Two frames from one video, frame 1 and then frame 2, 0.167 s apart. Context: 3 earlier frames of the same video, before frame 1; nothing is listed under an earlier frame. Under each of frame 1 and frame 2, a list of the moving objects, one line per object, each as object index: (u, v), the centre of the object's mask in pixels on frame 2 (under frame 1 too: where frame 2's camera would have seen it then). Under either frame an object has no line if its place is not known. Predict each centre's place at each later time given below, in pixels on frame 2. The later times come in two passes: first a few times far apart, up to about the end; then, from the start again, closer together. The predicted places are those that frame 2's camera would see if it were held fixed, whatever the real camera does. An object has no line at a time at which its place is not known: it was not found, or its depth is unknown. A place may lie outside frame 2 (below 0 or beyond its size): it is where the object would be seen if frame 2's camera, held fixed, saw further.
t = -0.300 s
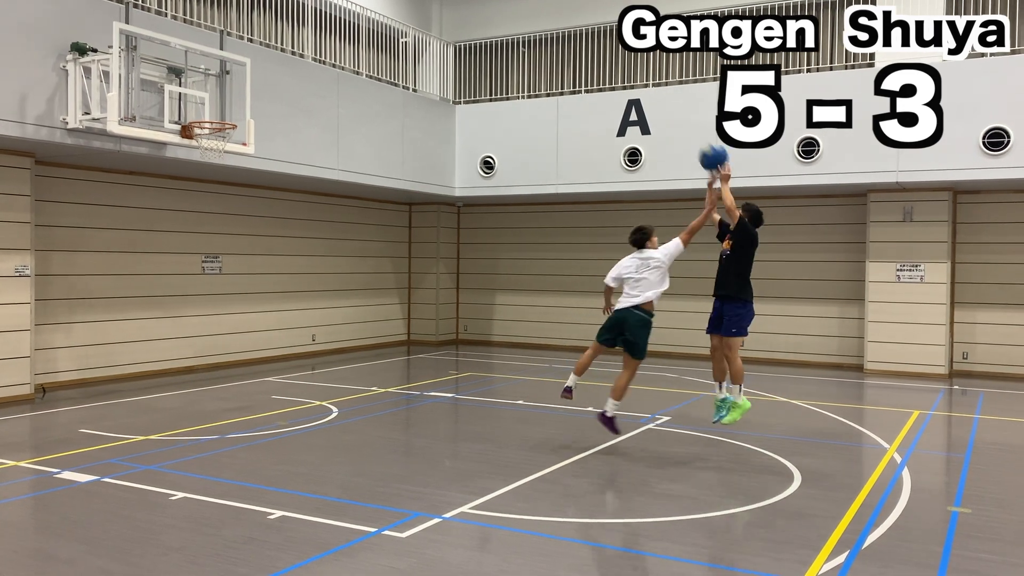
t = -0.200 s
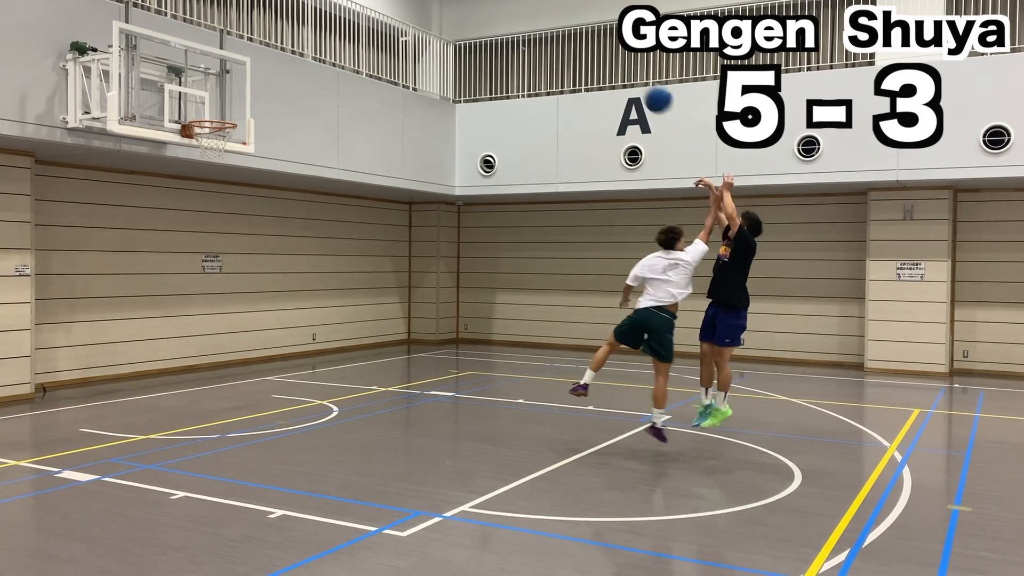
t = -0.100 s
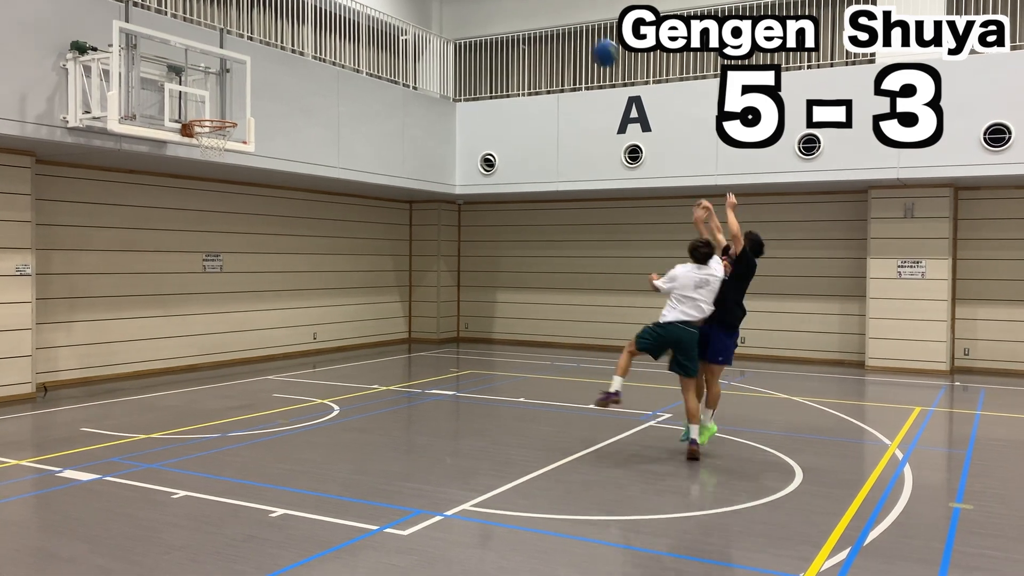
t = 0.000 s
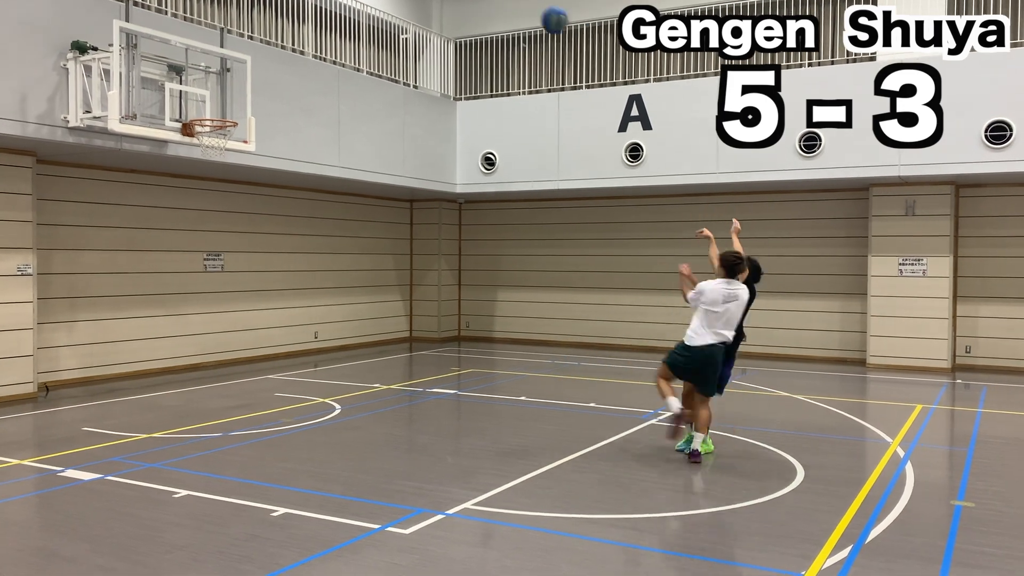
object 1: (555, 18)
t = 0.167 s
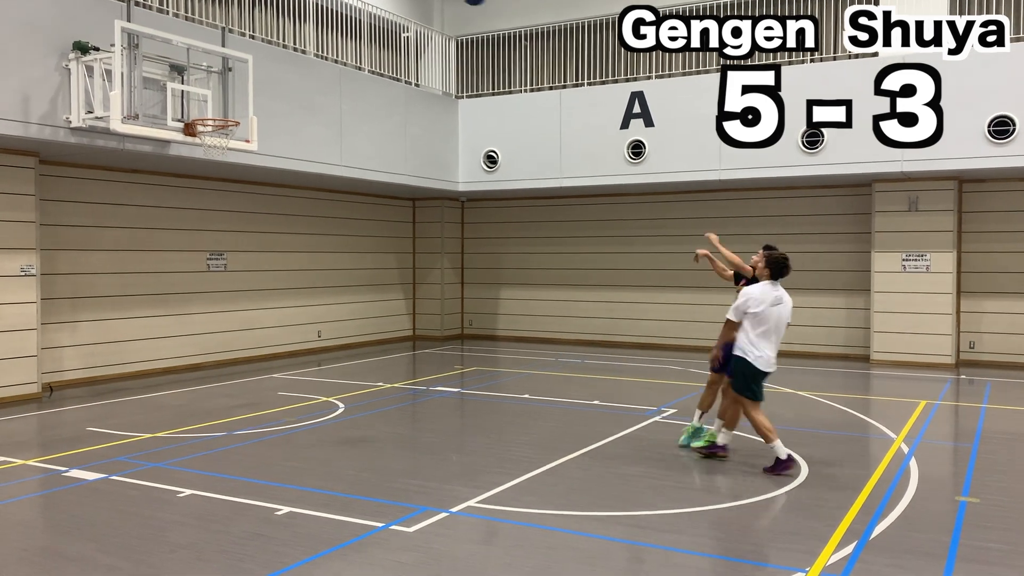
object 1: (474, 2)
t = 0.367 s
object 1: (385, 6)
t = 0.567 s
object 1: (302, 47)
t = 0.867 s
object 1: (236, 78)
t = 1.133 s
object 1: (230, 51)
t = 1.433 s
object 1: (225, 97)
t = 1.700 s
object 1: (250, 118)
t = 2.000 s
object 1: (307, 174)
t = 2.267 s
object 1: (352, 286)
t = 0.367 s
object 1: (385, 6)
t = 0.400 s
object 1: (370, 8)
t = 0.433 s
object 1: (357, 12)
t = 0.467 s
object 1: (343, 19)
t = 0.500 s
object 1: (329, 28)
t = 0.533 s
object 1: (316, 37)
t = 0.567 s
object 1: (302, 47)
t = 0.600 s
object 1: (290, 58)
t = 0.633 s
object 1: (277, 70)
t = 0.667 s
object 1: (264, 83)
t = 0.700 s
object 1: (252, 96)
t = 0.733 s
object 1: (240, 111)
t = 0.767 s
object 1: (238, 106)
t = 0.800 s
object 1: (237, 96)
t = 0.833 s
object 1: (237, 87)
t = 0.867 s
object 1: (236, 78)
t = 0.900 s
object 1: (235, 71)
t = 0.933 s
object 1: (234, 65)
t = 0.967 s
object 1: (233, 60)
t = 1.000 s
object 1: (232, 56)
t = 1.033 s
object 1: (232, 54)
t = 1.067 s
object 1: (231, 52)
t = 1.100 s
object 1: (231, 51)
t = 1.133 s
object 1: (230, 51)
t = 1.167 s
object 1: (230, 52)
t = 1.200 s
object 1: (229, 55)
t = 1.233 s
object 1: (228, 58)
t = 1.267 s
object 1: (228, 62)
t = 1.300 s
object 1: (227, 67)
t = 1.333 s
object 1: (227, 73)
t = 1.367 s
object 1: (227, 80)
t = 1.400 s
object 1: (226, 88)
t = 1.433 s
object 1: (225, 97)
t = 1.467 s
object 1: (225, 107)
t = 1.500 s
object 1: (224, 115)
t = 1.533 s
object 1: (224, 116)
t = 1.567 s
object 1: (225, 116)
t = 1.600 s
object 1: (232, 114)
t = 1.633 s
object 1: (238, 115)
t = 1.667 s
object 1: (244, 116)
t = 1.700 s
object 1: (250, 118)
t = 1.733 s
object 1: (257, 120)
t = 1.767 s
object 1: (263, 123)
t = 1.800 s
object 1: (270, 128)
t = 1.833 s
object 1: (276, 133)
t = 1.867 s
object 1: (282, 139)
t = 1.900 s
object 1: (289, 147)
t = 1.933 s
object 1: (295, 155)
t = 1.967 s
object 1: (301, 164)
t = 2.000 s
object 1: (307, 174)
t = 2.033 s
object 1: (314, 185)
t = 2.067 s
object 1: (319, 196)
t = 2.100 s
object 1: (325, 209)
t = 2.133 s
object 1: (330, 223)
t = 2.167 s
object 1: (336, 237)
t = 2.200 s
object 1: (341, 253)
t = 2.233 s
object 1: (347, 269)
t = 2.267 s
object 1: (352, 286)
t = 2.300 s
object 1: (358, 304)
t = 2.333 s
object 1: (363, 323)
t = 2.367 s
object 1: (369, 342)
